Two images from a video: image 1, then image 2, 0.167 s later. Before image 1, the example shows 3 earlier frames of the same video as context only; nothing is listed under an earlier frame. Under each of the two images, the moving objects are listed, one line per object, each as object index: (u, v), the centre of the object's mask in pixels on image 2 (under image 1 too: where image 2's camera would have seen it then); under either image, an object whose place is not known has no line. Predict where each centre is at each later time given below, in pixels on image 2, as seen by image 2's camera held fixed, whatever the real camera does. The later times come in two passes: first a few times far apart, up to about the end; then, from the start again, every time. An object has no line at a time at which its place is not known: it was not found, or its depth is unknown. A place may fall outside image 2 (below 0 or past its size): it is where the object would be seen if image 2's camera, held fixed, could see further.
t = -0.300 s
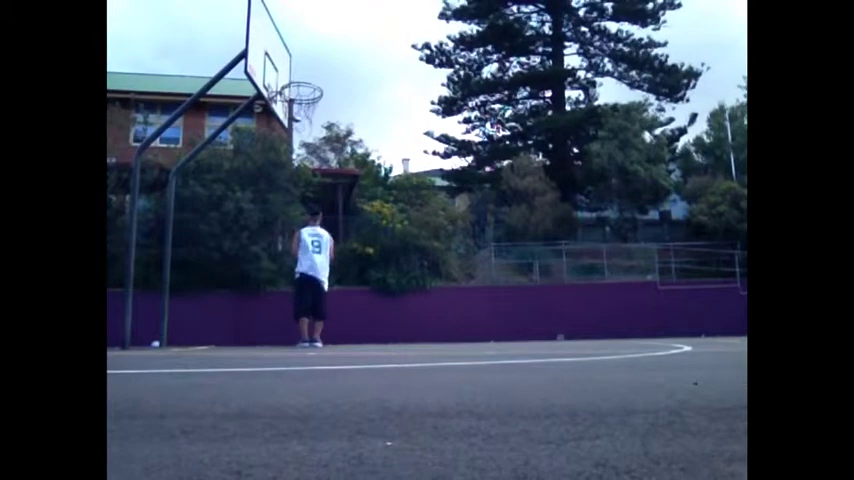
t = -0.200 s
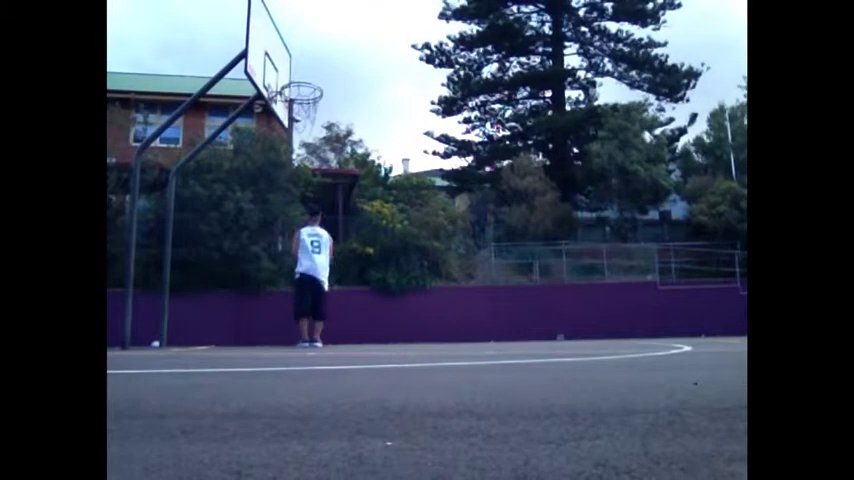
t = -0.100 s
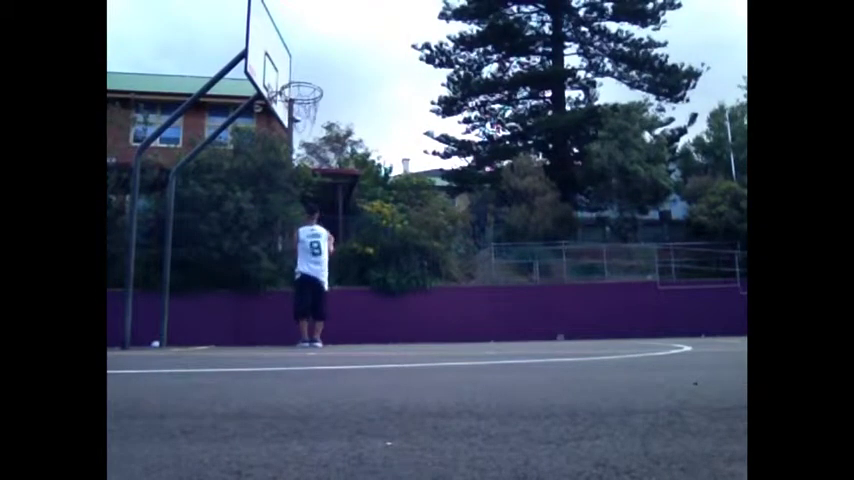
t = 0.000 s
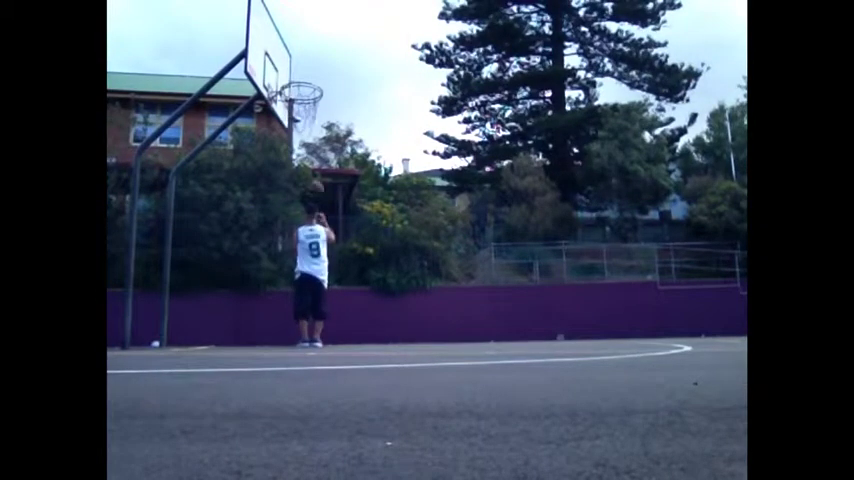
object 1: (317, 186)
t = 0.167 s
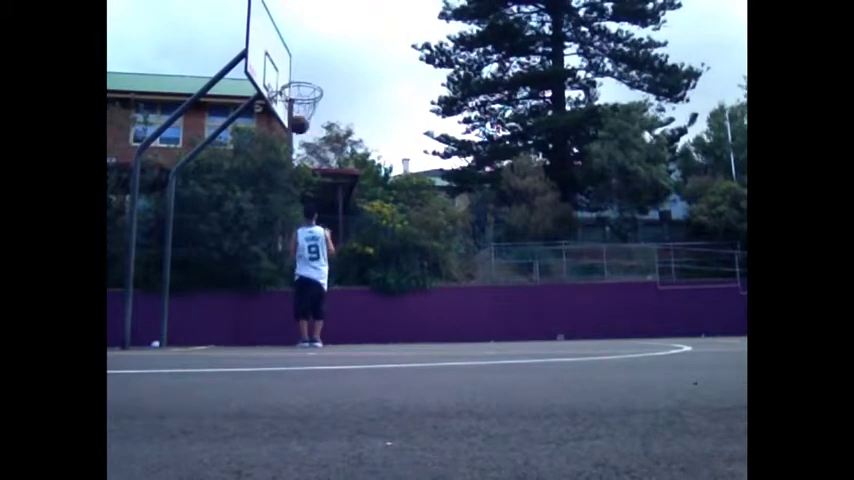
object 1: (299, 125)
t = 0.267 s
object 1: (294, 98)
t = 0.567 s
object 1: (302, 72)
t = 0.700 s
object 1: (302, 72)
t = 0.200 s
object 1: (296, 114)
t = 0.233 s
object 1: (293, 105)
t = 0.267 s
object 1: (294, 98)
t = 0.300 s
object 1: (295, 90)
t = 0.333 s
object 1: (296, 87)
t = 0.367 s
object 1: (297, 82)
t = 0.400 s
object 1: (298, 79)
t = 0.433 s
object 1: (299, 76)
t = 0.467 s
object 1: (300, 74)
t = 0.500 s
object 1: (300, 72)
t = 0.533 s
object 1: (301, 72)
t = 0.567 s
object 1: (302, 72)
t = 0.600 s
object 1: (303, 74)
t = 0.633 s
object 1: (304, 76)
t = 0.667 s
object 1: (303, 75)
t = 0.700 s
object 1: (302, 72)
